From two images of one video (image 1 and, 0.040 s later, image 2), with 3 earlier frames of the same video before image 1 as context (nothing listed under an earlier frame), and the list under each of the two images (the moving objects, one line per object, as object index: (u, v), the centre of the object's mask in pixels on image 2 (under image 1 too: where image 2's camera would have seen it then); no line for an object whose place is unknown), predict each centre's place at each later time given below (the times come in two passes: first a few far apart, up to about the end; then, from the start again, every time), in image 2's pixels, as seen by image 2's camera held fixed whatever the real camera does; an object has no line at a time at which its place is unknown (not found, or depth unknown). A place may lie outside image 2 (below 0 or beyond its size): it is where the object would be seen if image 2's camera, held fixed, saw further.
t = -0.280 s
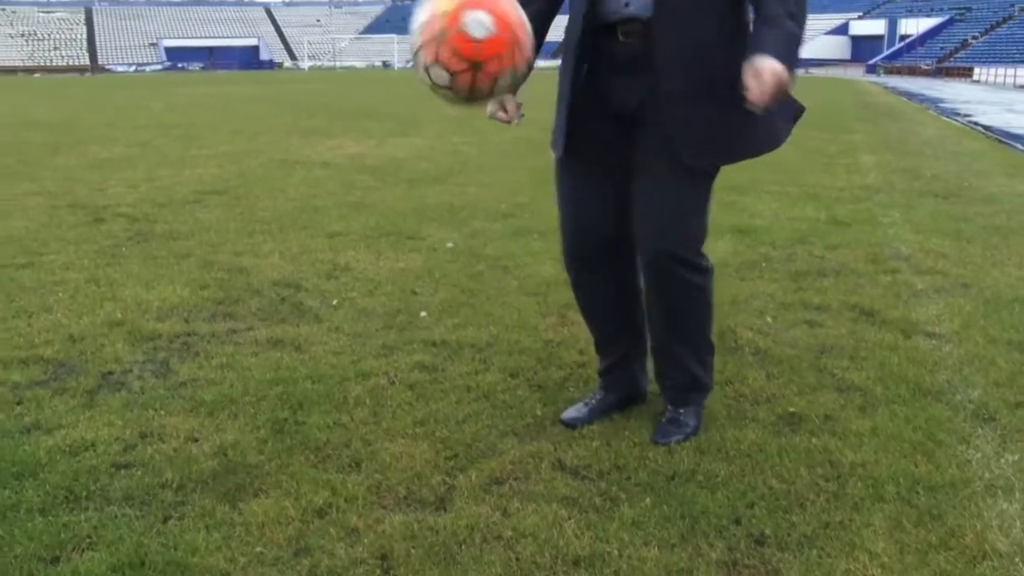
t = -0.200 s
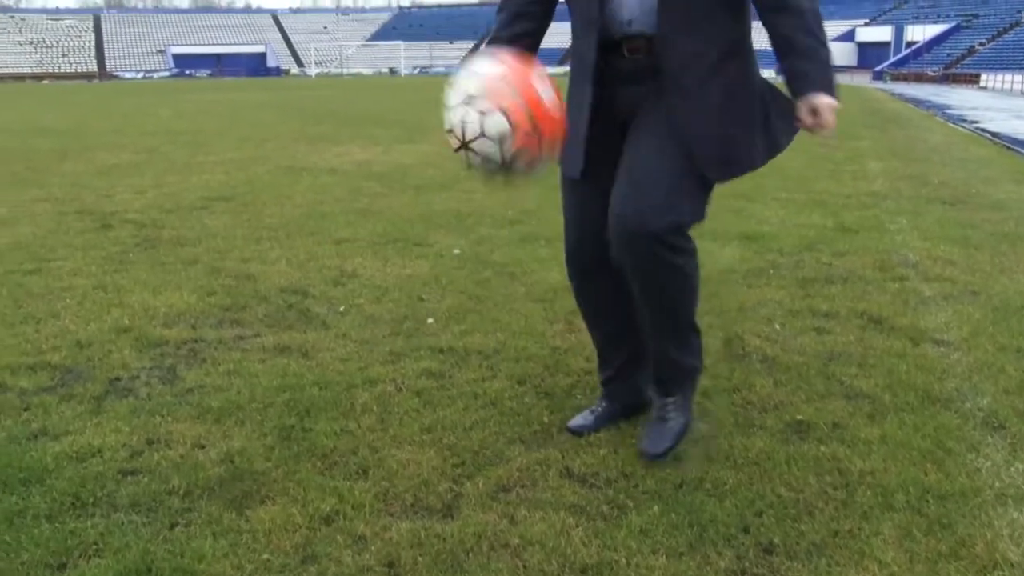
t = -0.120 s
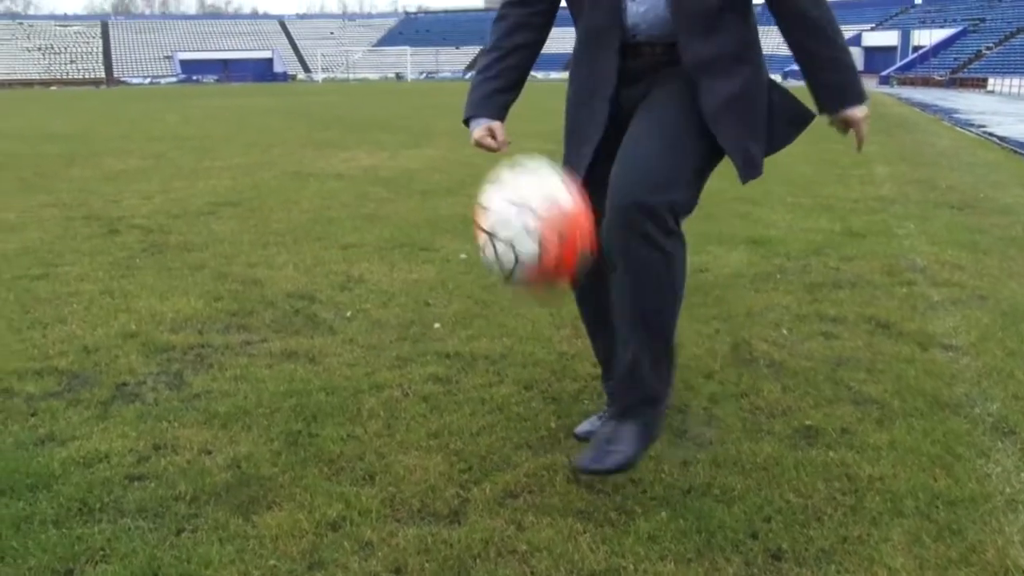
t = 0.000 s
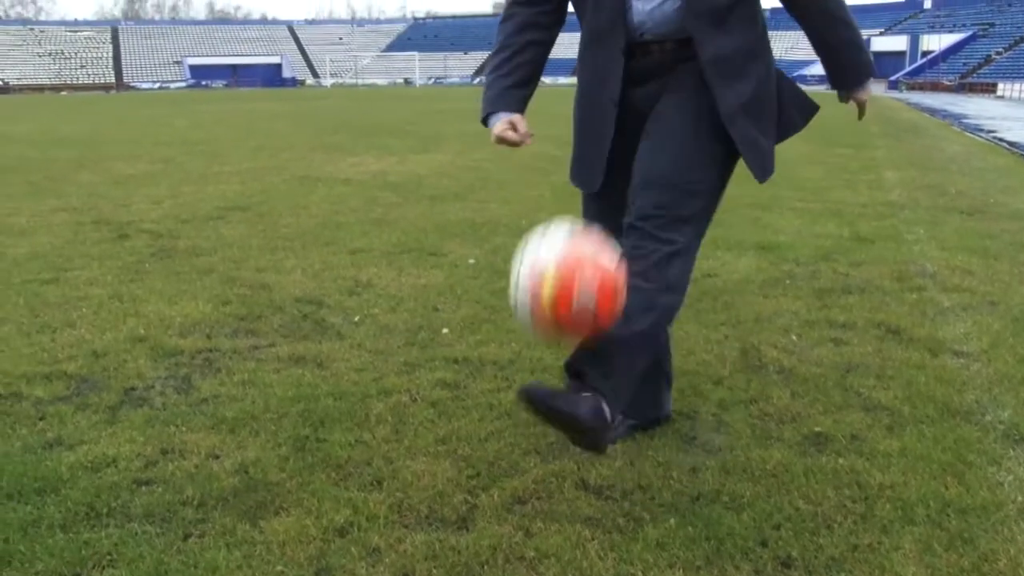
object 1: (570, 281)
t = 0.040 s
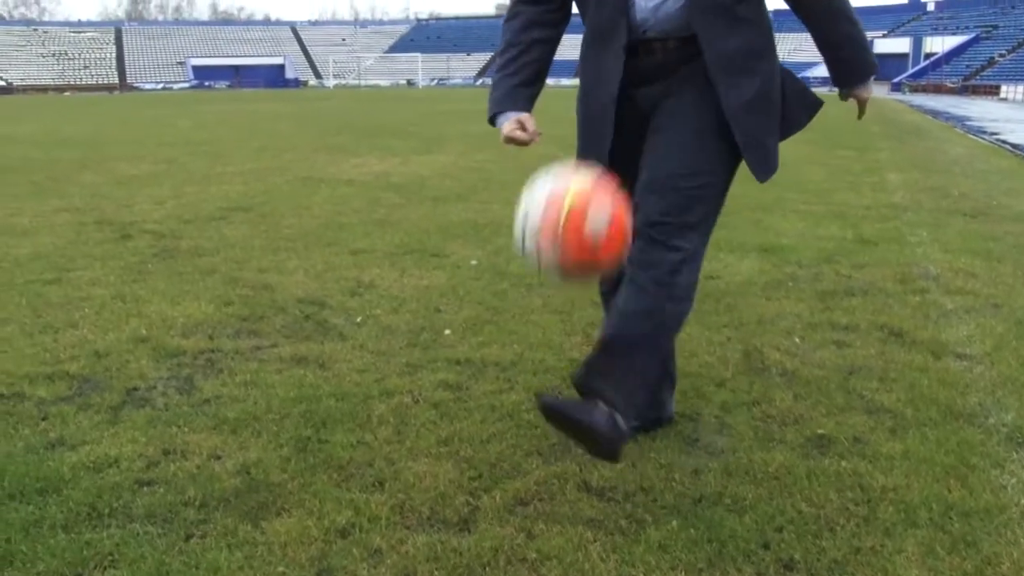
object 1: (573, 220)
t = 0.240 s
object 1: (581, 49)
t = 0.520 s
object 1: (596, 170)
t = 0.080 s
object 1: (576, 168)
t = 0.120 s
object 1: (578, 127)
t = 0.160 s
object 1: (579, 91)
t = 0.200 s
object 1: (580, 65)
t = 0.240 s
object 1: (581, 49)
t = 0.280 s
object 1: (583, 42)
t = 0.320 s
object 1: (584, 41)
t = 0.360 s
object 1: (587, 46)
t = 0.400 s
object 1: (590, 61)
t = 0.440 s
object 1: (593, 90)
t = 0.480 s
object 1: (595, 124)
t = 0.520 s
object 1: (596, 170)
